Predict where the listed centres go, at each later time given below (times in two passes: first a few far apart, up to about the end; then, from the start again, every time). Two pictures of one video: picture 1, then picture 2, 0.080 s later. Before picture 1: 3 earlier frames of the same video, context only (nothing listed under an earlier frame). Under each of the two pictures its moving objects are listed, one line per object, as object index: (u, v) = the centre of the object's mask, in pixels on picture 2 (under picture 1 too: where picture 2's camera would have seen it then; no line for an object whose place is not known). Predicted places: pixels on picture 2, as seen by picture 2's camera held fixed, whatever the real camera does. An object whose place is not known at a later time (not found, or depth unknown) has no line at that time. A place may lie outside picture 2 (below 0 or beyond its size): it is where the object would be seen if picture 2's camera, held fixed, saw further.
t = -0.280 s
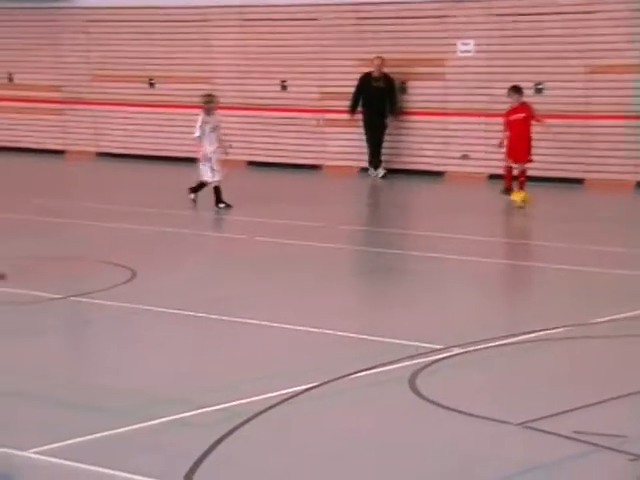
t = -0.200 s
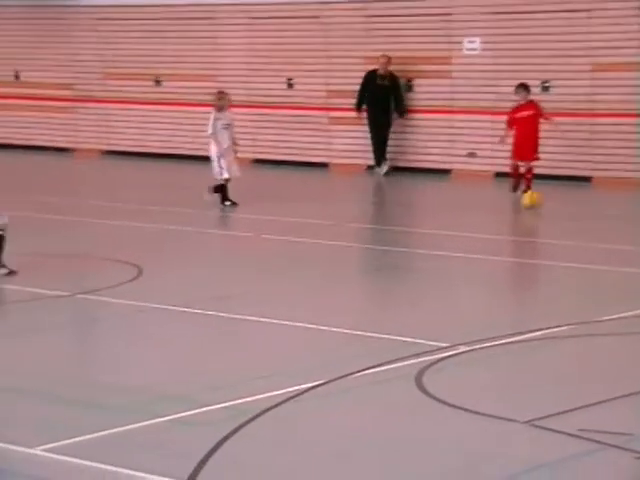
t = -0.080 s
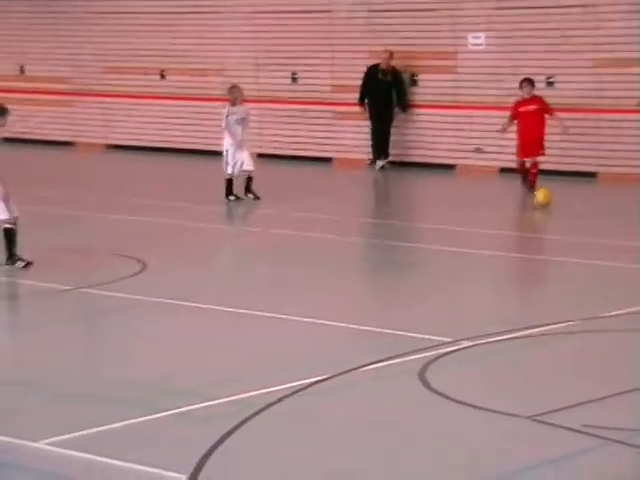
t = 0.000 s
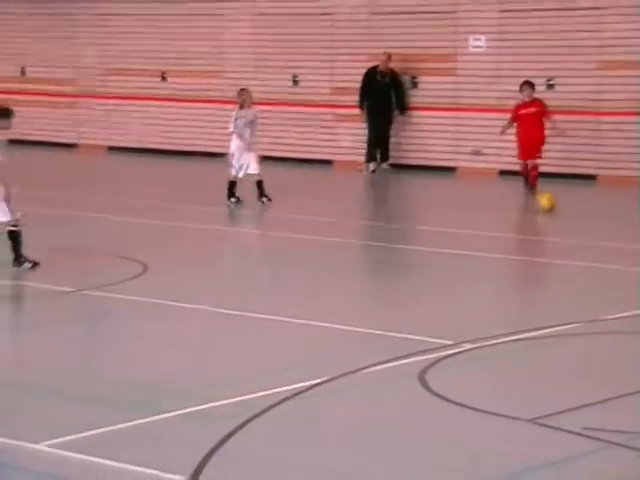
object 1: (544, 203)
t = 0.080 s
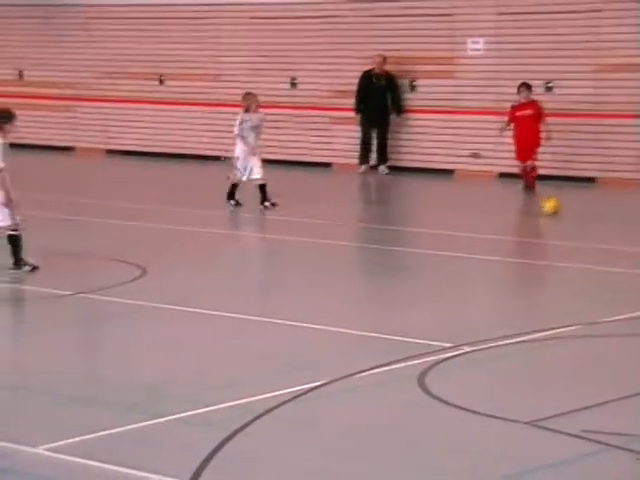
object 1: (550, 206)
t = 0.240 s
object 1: (559, 211)
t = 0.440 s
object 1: (572, 214)
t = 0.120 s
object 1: (552, 206)
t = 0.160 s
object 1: (555, 208)
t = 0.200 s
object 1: (557, 210)
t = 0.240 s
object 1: (559, 211)
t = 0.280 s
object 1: (560, 212)
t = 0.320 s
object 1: (566, 212)
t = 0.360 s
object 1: (568, 212)
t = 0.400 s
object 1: (570, 214)
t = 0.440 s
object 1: (572, 214)
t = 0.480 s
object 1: (575, 217)
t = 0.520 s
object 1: (578, 217)
